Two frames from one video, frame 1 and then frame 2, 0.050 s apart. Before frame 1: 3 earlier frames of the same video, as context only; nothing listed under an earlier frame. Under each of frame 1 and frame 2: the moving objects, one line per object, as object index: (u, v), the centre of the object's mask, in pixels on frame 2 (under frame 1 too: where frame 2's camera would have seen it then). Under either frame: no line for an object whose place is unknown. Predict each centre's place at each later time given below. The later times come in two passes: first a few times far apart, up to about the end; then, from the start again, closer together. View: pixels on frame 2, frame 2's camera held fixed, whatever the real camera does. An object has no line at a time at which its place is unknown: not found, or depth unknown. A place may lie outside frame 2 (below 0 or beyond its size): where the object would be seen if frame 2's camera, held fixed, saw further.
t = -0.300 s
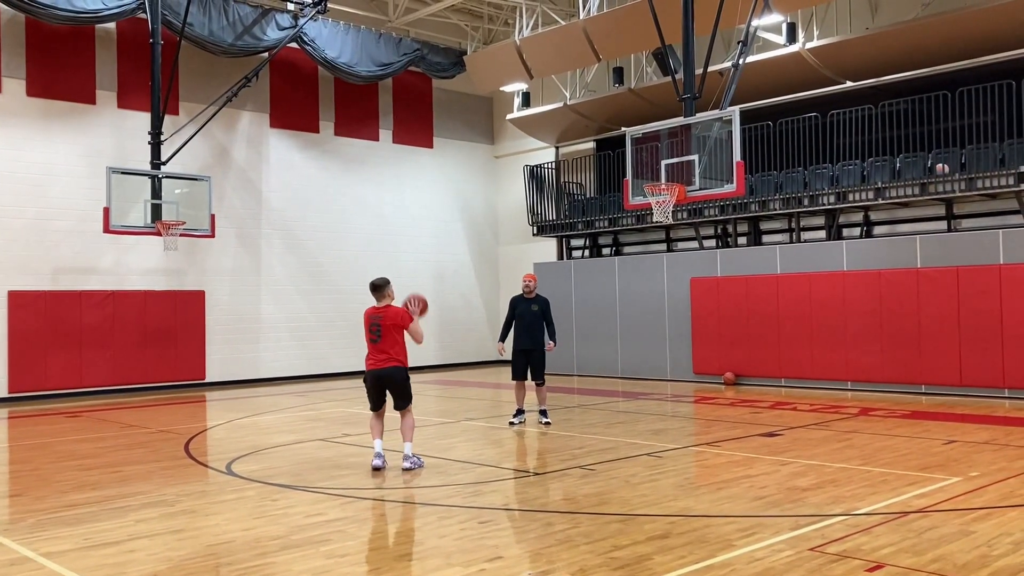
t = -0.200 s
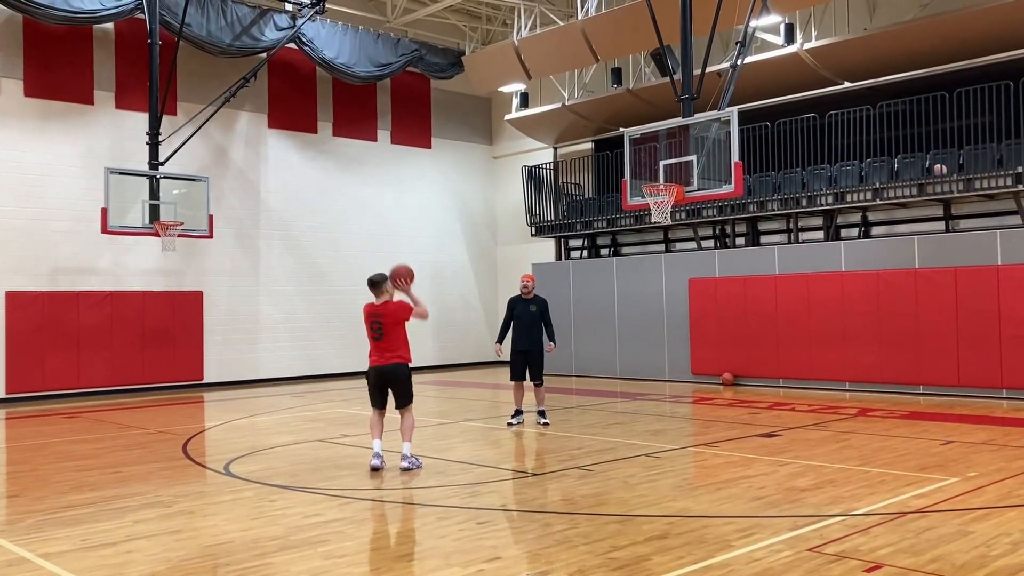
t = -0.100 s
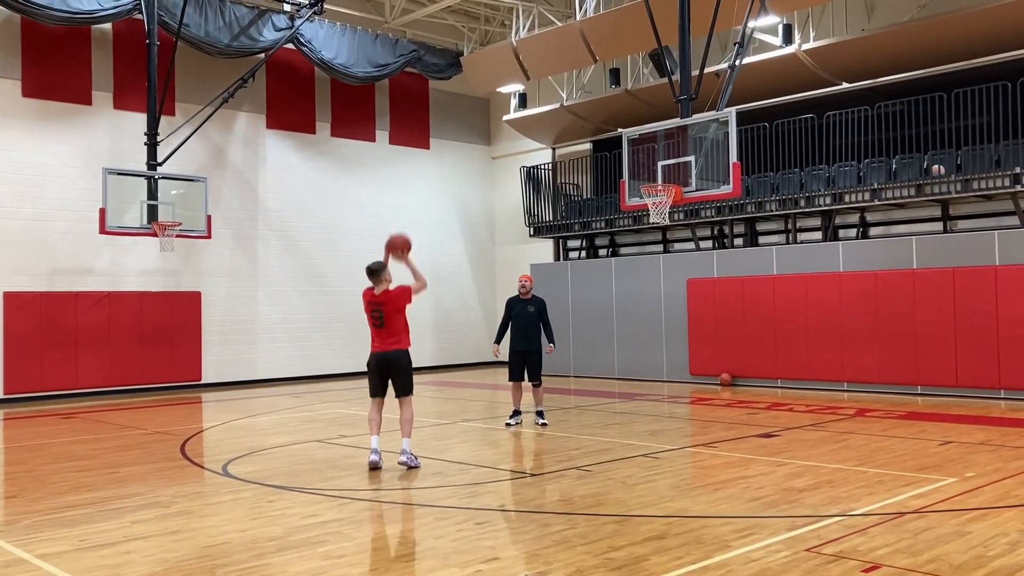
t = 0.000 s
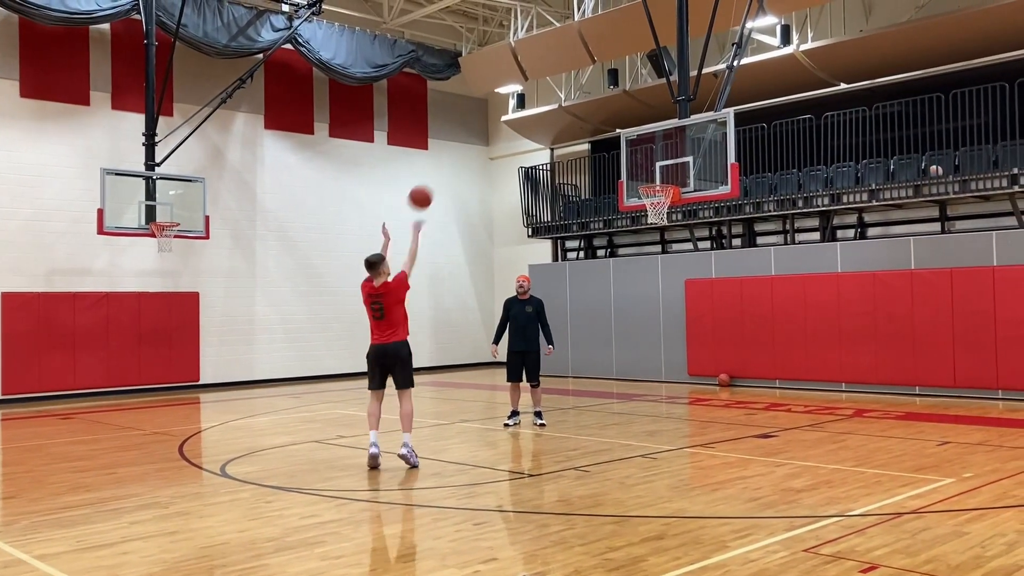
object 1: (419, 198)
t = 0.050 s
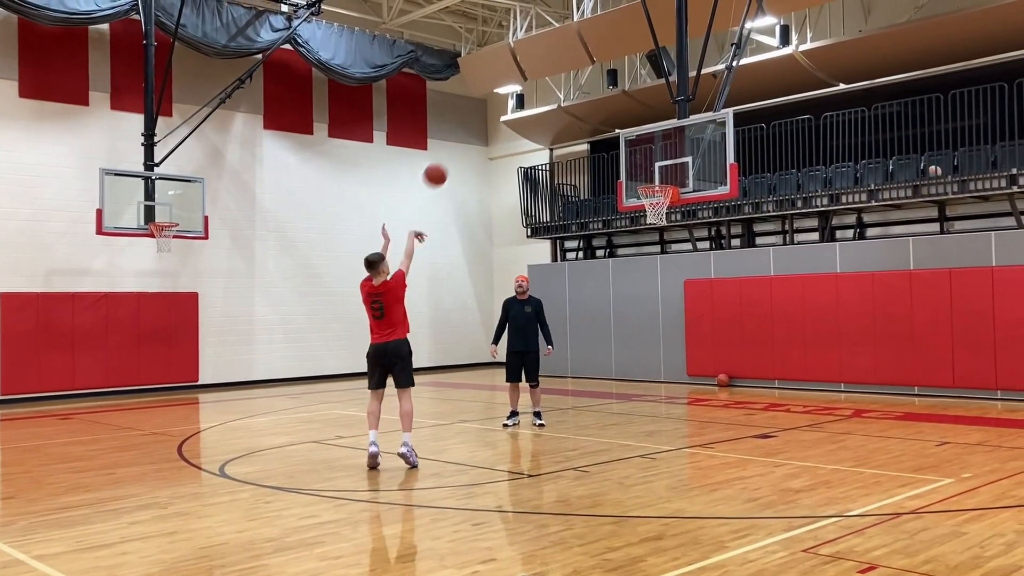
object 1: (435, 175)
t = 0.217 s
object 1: (484, 120)
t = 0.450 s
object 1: (544, 91)
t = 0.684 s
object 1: (596, 109)
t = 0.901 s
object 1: (638, 159)
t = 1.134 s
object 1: (660, 223)
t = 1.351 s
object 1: (664, 292)
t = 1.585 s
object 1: (670, 412)
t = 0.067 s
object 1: (440, 168)
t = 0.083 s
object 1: (446, 161)
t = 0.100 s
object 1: (451, 155)
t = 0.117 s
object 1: (456, 149)
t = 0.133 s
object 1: (461, 143)
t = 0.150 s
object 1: (466, 138)
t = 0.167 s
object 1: (471, 132)
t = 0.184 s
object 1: (475, 128)
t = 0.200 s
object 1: (480, 124)
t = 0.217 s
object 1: (484, 120)
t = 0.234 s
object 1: (489, 116)
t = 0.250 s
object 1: (493, 112)
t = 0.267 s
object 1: (498, 109)
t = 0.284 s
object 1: (502, 107)
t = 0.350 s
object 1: (520, 98)
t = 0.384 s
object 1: (528, 94)
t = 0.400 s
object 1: (532, 93)
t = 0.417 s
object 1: (536, 93)
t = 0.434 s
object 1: (540, 92)
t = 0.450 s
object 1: (544, 91)
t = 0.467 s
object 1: (548, 91)
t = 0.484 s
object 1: (551, 91)
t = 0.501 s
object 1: (556, 91)
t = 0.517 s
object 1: (559, 92)
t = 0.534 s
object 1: (563, 93)
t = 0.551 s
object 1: (567, 94)
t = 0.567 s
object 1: (571, 95)
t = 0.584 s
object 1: (575, 97)
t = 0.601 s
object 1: (578, 98)
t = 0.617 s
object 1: (582, 100)
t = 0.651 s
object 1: (590, 104)
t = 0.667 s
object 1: (592, 106)
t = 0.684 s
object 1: (596, 109)
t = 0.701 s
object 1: (599, 112)
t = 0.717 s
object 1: (603, 115)
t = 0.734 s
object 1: (606, 118)
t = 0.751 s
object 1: (609, 121)
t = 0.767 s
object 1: (613, 124)
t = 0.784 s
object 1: (616, 128)
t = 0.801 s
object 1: (619, 132)
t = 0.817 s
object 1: (623, 136)
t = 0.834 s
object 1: (626, 141)
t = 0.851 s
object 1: (629, 145)
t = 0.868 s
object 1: (633, 149)
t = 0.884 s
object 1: (635, 154)
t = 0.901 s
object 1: (638, 159)
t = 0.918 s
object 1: (642, 164)
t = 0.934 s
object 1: (644, 169)
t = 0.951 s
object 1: (647, 174)
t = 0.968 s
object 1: (650, 178)
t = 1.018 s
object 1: (657, 203)
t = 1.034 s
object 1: (657, 198)
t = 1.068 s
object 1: (659, 210)
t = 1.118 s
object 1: (660, 221)
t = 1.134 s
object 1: (660, 223)
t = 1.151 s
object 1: (661, 227)
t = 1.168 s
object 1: (661, 232)
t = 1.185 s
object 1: (661, 235)
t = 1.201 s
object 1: (661, 240)
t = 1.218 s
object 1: (661, 245)
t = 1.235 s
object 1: (662, 250)
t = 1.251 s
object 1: (662, 255)
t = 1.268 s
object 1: (662, 261)
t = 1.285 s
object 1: (663, 267)
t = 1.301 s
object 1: (663, 272)
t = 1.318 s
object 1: (663, 278)
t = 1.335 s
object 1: (663, 285)
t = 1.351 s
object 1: (664, 292)
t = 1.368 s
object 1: (664, 298)
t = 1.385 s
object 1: (664, 306)
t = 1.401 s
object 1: (665, 313)
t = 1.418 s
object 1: (665, 321)
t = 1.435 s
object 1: (666, 329)
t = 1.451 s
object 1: (666, 337)
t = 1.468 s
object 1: (666, 346)
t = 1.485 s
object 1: (667, 354)
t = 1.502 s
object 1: (667, 363)
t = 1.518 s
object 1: (668, 372)
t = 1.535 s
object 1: (668, 381)
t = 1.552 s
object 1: (669, 391)
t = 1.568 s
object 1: (670, 402)
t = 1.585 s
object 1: (670, 412)
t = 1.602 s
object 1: (670, 420)
